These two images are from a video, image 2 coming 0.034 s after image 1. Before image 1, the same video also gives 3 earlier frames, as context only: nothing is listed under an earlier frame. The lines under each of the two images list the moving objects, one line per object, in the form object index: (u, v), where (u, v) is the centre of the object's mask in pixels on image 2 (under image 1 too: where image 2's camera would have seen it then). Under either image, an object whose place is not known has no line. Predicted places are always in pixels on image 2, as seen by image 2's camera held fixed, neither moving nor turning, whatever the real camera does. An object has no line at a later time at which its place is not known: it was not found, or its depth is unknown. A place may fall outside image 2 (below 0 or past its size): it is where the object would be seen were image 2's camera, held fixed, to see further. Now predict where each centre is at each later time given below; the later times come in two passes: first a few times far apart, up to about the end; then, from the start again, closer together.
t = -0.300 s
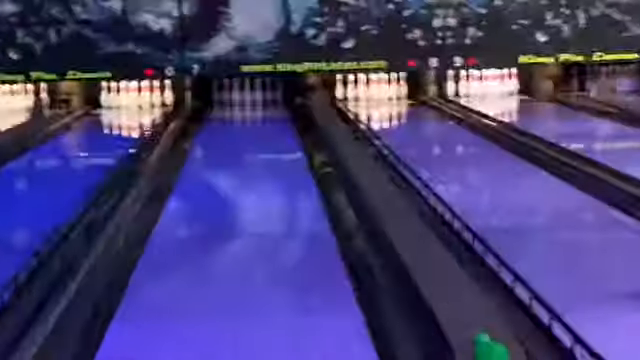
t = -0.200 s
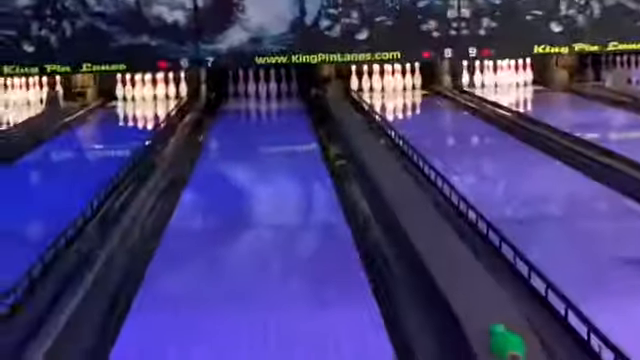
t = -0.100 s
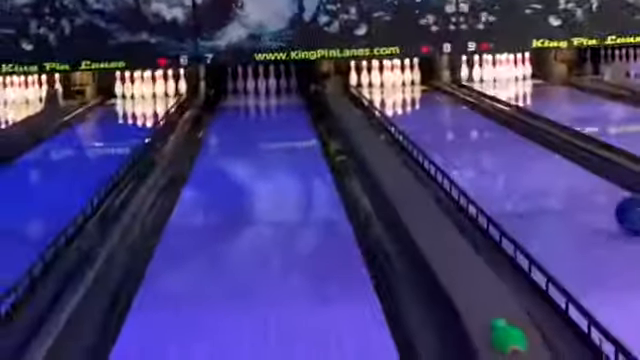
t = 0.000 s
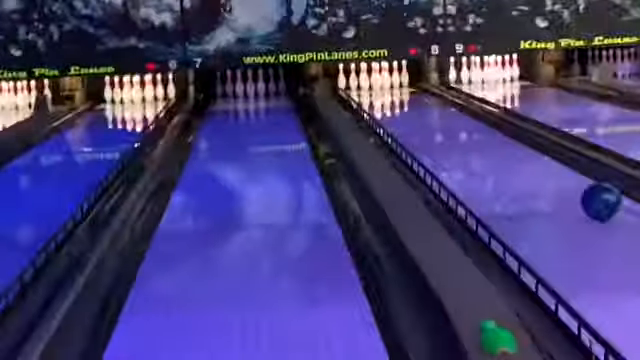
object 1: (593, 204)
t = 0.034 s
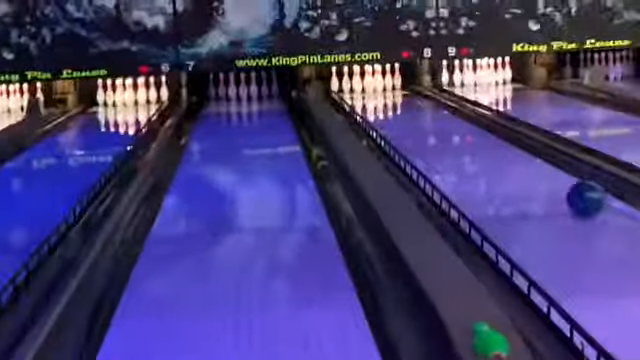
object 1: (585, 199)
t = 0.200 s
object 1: (556, 181)
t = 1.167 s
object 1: (455, 119)
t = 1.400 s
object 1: (442, 110)
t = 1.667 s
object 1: (428, 101)
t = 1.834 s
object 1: (422, 99)
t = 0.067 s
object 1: (579, 195)
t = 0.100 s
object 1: (573, 192)
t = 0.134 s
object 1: (567, 187)
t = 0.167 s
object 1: (562, 183)
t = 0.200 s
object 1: (556, 181)
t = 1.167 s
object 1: (455, 119)
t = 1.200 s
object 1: (452, 117)
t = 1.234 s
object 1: (450, 115)
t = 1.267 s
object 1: (449, 114)
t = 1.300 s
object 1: (447, 113)
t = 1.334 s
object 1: (444, 111)
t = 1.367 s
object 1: (443, 110)
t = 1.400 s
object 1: (442, 110)
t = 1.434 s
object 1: (440, 109)
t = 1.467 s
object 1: (439, 108)
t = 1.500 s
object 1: (436, 107)
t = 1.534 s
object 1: (435, 107)
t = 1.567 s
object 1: (433, 105)
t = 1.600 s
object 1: (431, 104)
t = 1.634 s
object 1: (430, 103)
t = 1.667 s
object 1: (428, 101)
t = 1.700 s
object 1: (427, 101)
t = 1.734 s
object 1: (425, 101)
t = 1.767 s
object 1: (424, 100)
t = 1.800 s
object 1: (422, 99)
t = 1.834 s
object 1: (422, 99)
